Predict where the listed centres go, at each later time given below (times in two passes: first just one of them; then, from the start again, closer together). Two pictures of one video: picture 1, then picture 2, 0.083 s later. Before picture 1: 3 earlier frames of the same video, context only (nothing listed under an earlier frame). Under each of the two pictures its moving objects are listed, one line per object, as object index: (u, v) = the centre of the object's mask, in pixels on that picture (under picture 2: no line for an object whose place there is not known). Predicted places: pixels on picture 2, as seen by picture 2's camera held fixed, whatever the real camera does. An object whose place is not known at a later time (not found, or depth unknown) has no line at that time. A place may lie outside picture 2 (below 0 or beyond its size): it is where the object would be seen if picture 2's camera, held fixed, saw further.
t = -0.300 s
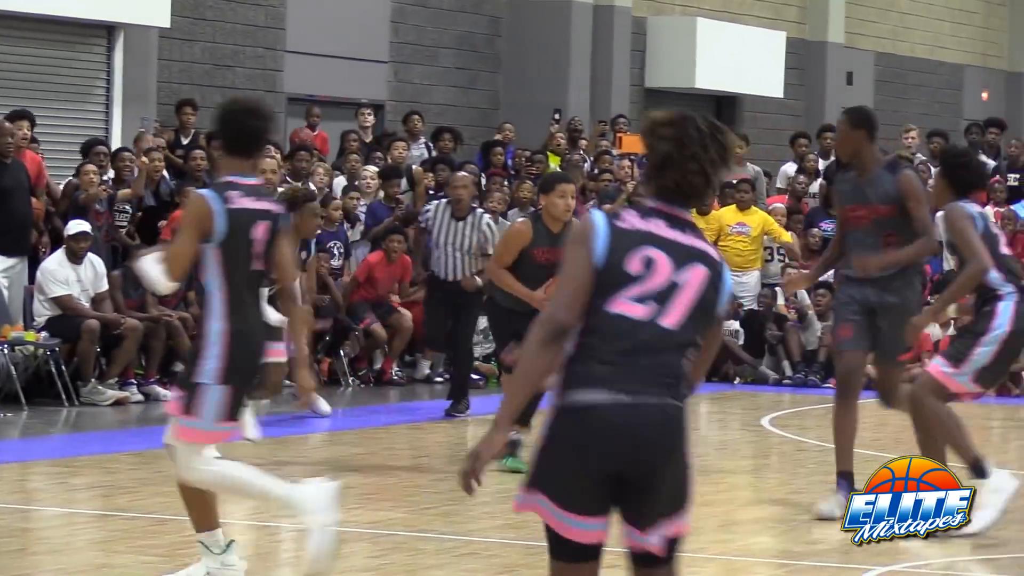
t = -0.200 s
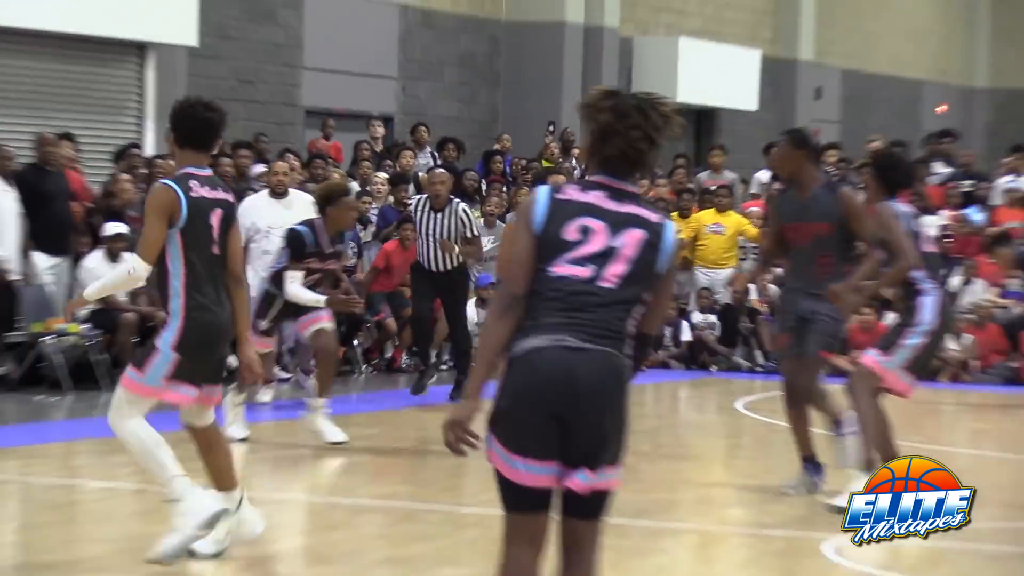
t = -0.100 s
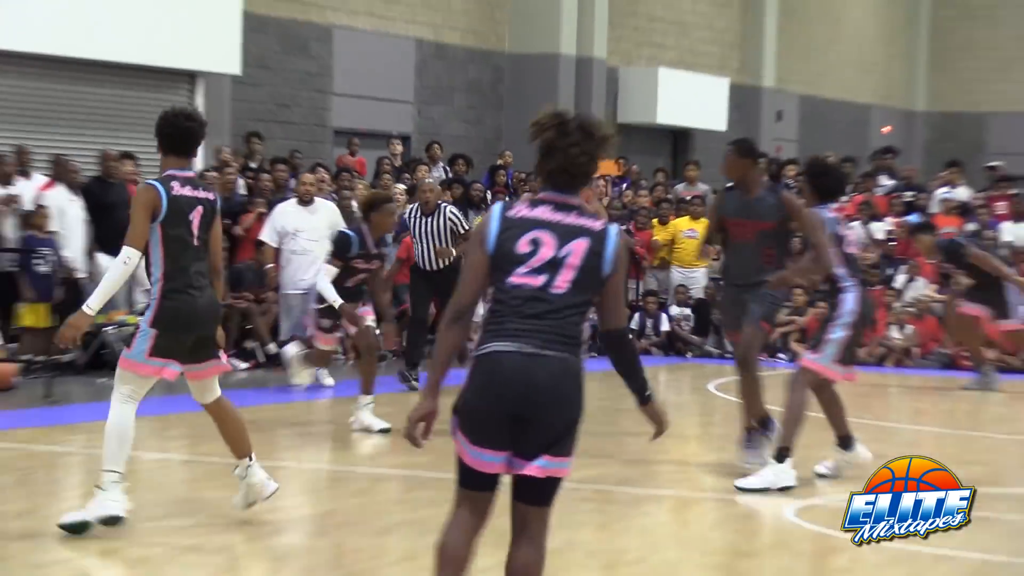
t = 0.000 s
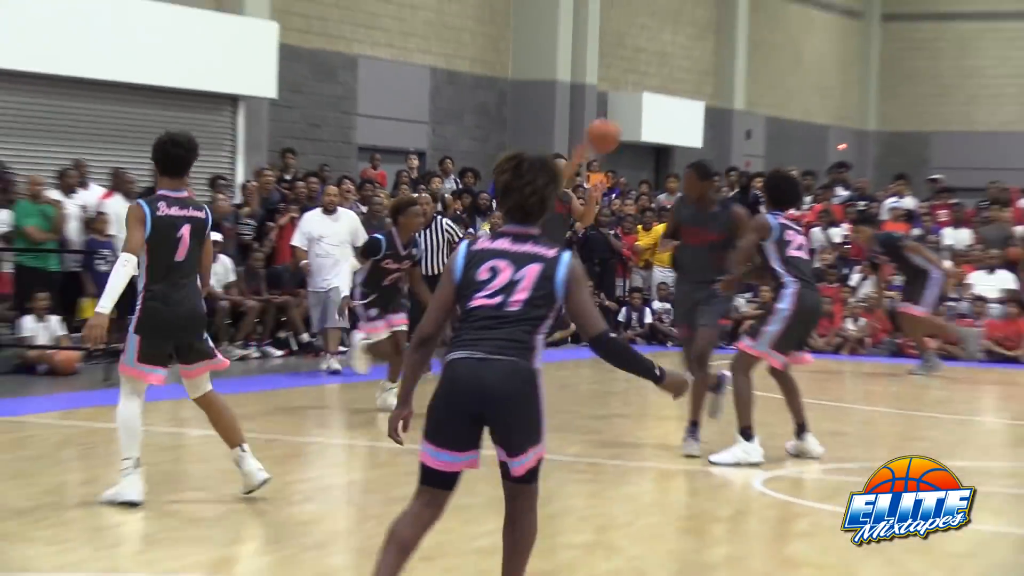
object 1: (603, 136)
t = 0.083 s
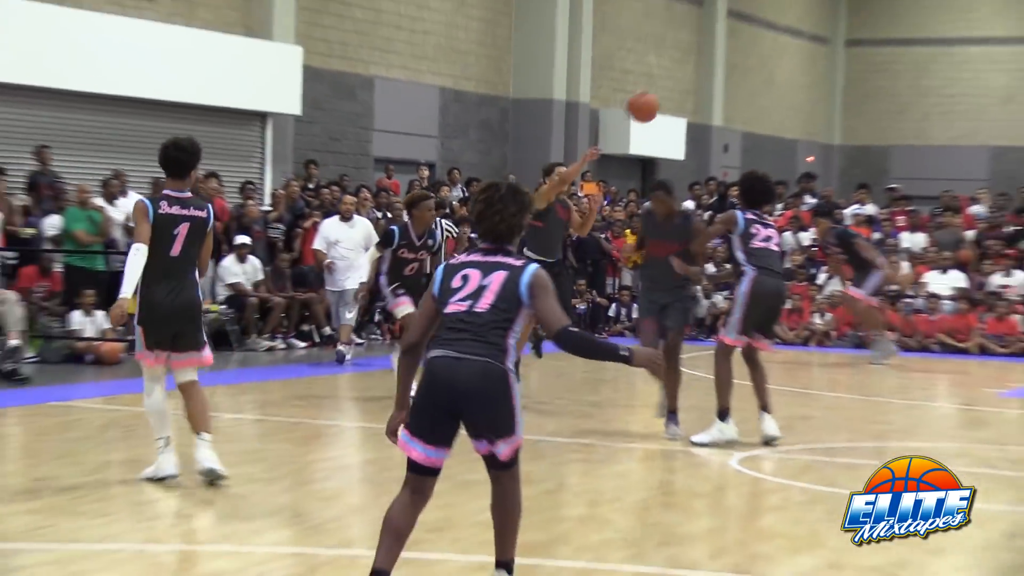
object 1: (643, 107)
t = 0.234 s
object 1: (737, 40)
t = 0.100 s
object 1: (653, 99)
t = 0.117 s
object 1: (663, 92)
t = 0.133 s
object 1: (674, 85)
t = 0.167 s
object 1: (694, 69)
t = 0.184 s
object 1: (704, 58)
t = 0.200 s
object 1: (715, 52)
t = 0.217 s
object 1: (726, 45)
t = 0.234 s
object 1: (737, 40)
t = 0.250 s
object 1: (749, 34)
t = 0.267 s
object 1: (760, 30)
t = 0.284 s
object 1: (770, 24)
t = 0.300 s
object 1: (781, 19)
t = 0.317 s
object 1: (791, 14)
